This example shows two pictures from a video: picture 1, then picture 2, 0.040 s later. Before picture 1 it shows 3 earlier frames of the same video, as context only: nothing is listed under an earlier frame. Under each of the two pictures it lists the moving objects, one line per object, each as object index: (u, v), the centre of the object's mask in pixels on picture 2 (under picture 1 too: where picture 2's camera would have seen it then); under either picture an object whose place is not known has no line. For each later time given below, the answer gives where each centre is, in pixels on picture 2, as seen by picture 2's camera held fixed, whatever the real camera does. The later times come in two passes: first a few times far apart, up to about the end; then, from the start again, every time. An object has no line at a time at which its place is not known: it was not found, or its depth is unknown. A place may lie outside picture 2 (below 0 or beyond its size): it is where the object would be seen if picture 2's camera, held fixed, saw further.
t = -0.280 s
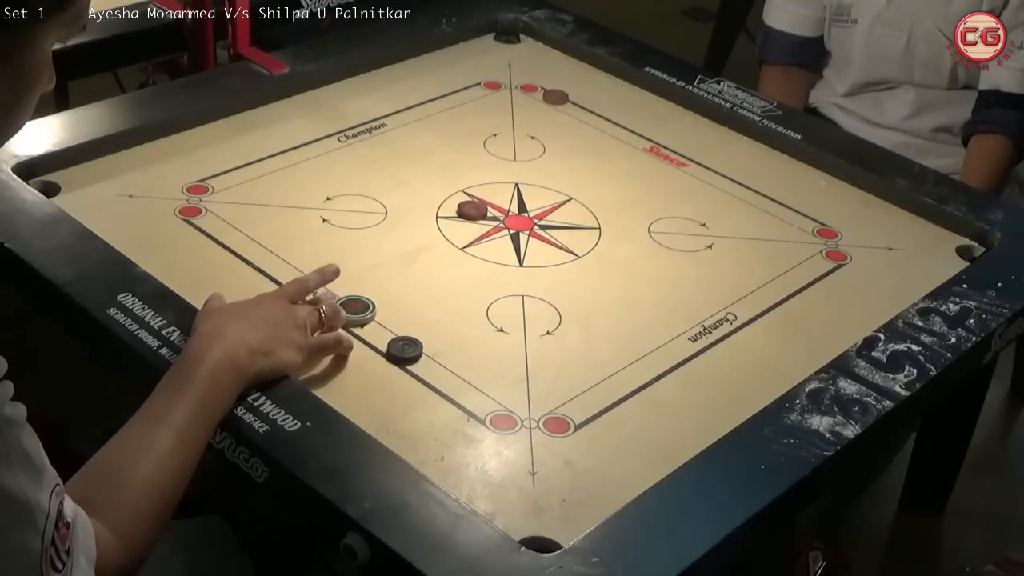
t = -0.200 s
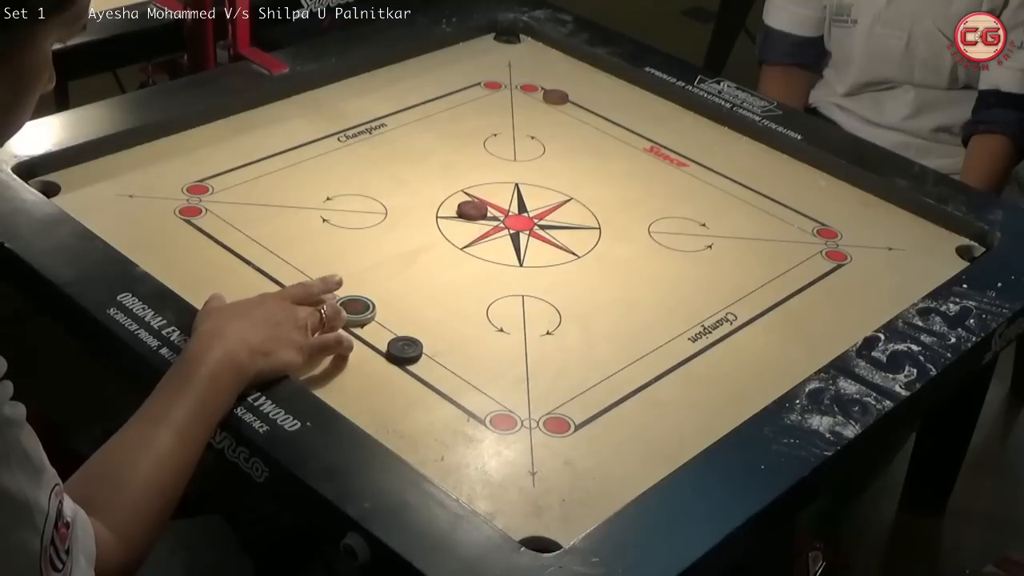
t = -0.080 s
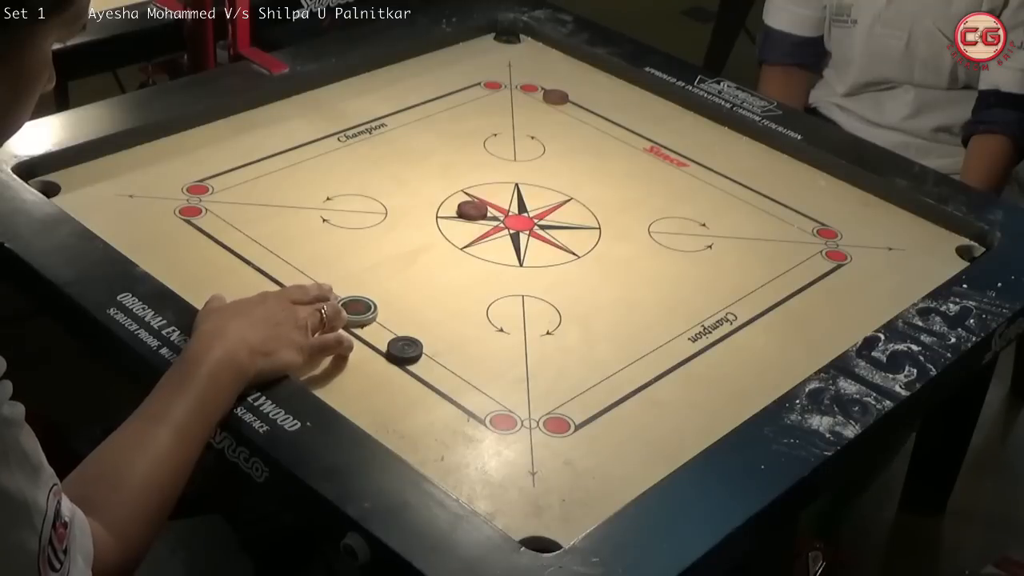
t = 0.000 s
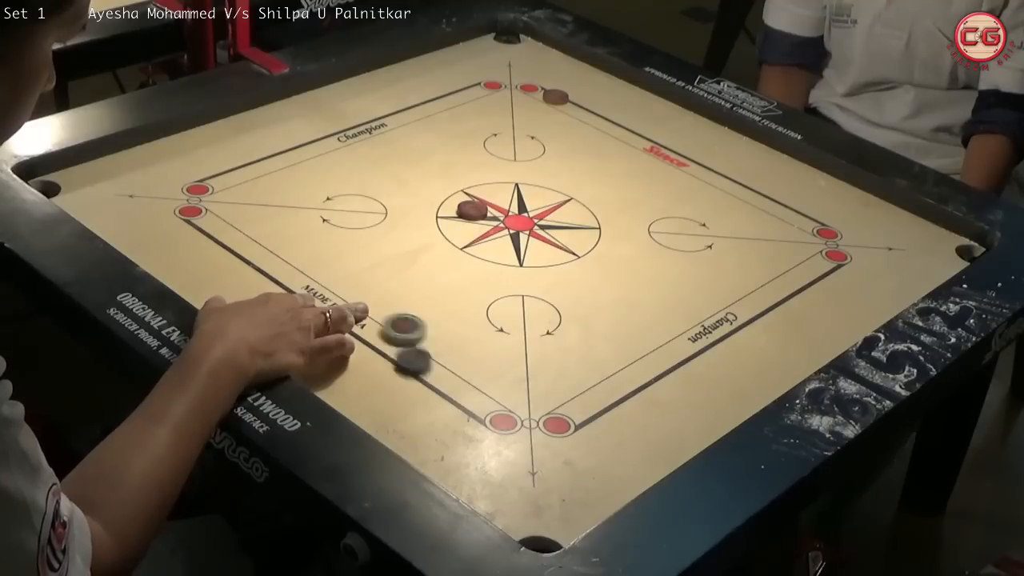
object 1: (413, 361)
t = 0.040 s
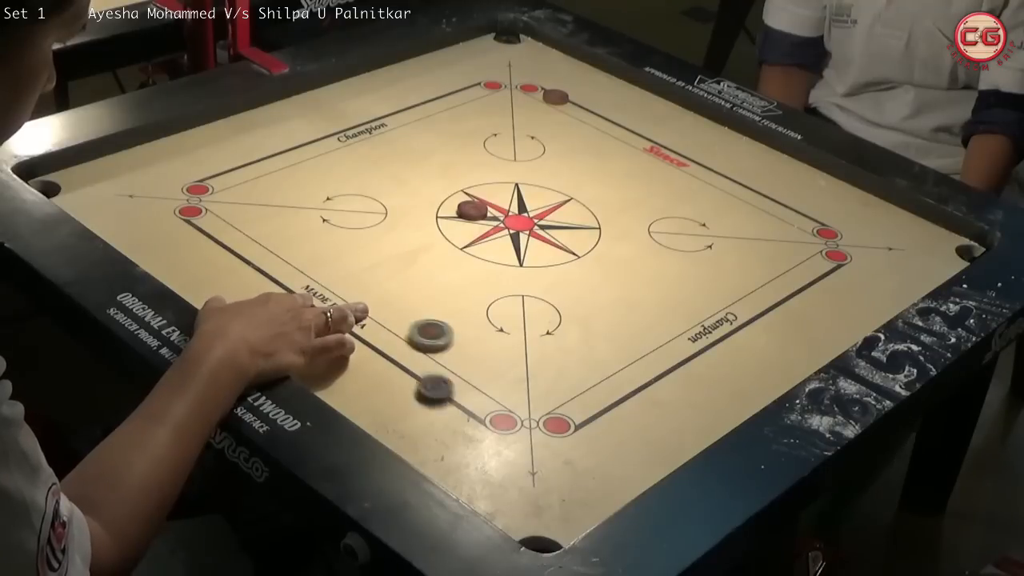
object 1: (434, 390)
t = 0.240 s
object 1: (543, 530)
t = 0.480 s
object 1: (481, 501)
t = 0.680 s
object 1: (466, 491)
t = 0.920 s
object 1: (466, 491)
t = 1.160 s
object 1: (465, 491)
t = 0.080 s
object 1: (456, 418)
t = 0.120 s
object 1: (478, 447)
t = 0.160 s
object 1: (500, 474)
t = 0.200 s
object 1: (522, 502)
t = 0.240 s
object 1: (543, 530)
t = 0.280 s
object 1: (554, 538)
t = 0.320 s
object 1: (535, 532)
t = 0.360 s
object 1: (518, 523)
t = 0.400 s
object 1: (504, 516)
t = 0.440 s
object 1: (491, 508)
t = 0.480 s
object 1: (481, 501)
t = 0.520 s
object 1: (474, 497)
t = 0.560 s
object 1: (469, 494)
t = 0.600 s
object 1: (466, 492)
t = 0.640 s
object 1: (466, 492)
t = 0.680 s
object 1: (466, 491)
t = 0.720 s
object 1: (466, 492)
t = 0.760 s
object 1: (466, 491)
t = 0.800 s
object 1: (466, 492)
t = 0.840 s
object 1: (466, 491)
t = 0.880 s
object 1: (466, 491)
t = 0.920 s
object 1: (466, 491)
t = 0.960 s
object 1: (466, 491)
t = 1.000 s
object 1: (466, 491)
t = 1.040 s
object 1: (465, 491)
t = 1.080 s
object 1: (465, 491)
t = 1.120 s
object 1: (465, 491)
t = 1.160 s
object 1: (465, 491)
